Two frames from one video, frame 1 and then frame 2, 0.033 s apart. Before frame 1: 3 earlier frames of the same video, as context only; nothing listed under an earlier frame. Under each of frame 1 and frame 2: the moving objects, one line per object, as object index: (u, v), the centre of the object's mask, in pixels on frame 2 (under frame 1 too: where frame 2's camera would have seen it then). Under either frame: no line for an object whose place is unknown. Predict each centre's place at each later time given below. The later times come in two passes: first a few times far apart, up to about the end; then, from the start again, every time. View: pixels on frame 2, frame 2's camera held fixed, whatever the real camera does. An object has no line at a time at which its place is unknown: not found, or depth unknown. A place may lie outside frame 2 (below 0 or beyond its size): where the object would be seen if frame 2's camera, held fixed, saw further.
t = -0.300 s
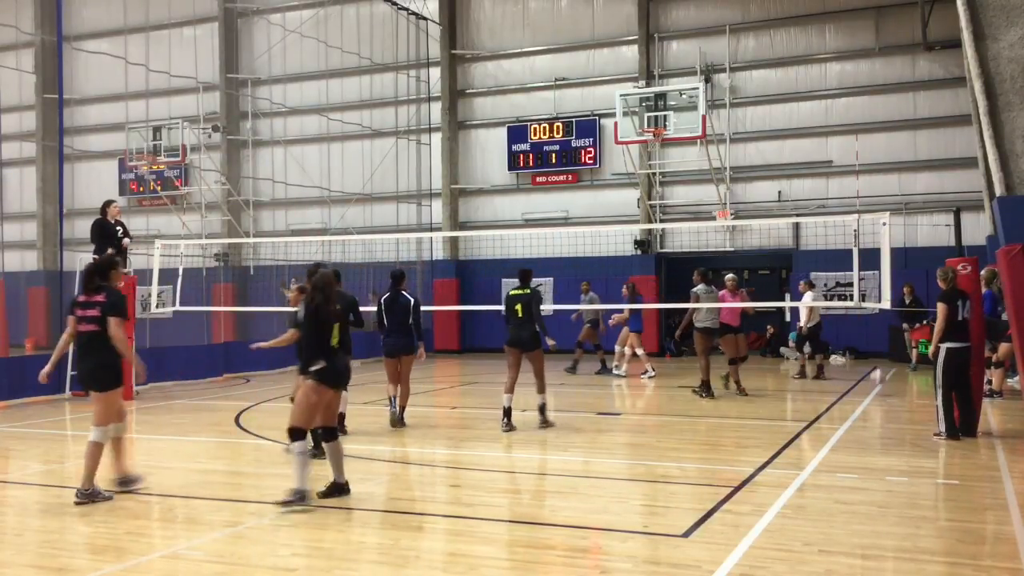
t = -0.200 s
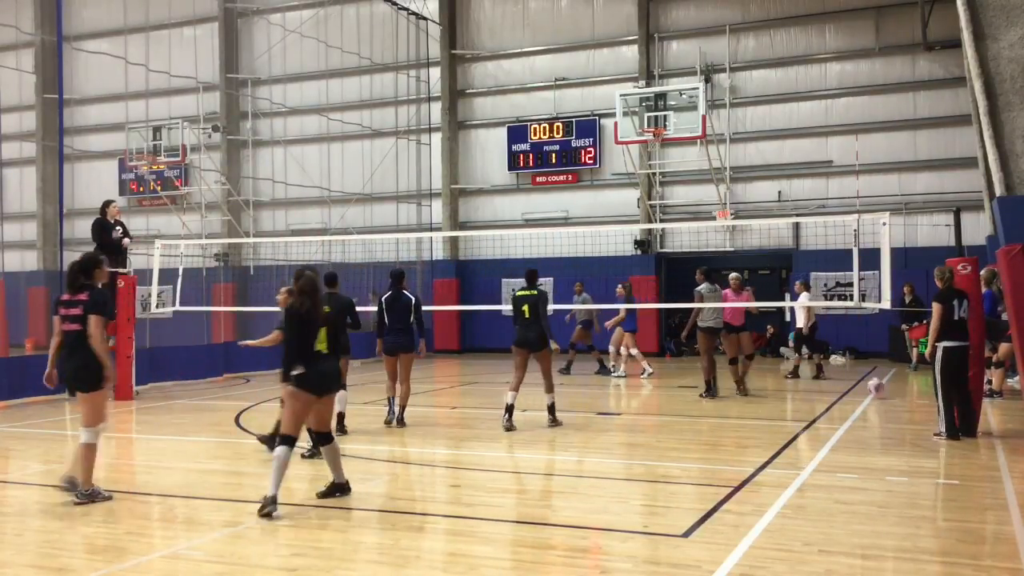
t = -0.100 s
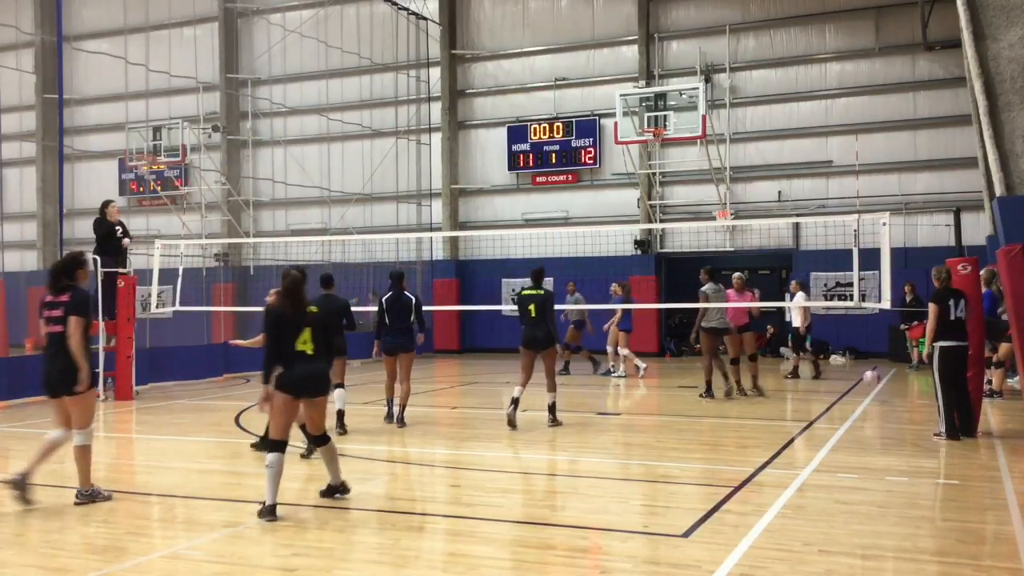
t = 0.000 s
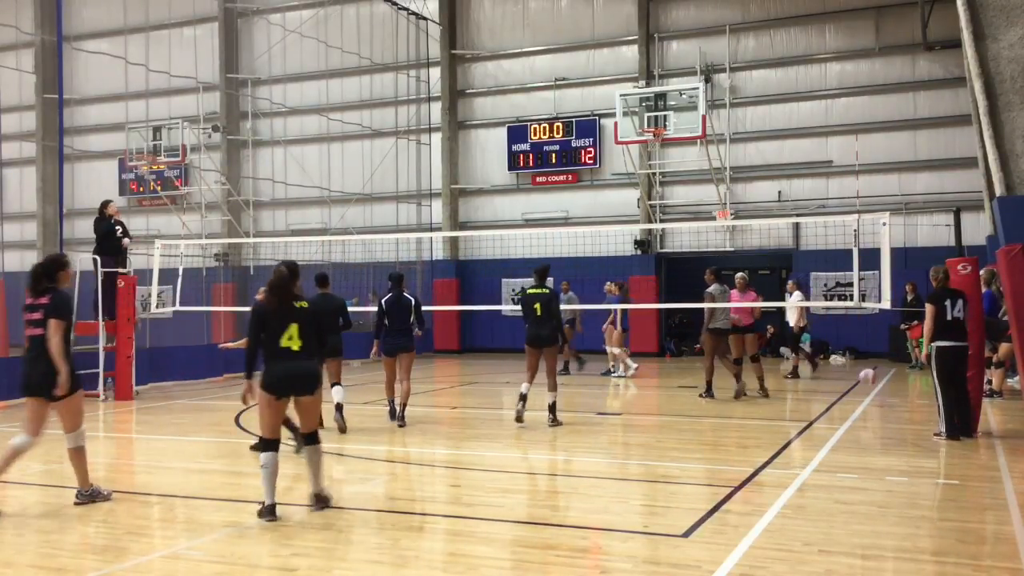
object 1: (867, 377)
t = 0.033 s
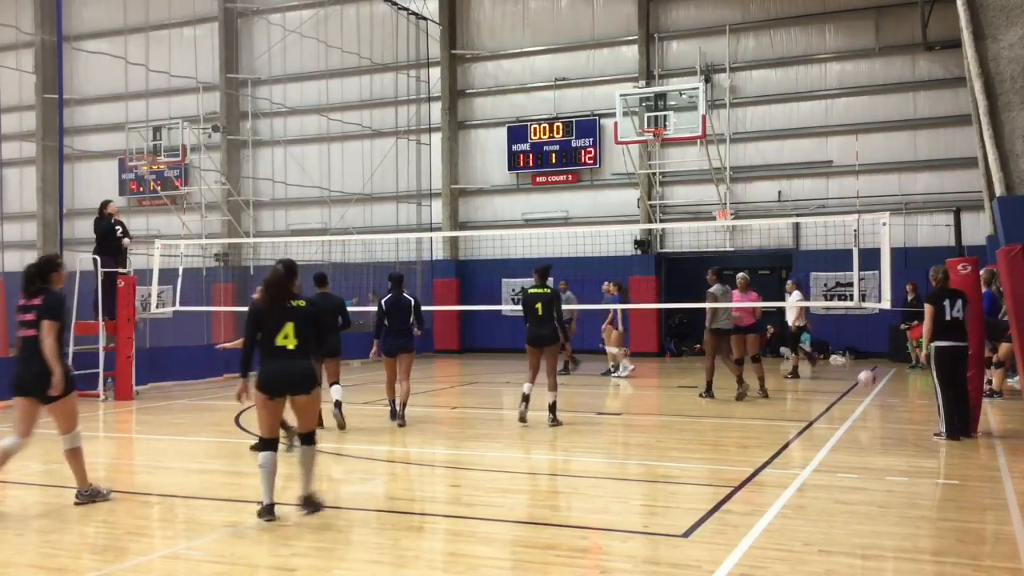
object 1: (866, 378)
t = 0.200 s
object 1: (860, 401)
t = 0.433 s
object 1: (852, 398)
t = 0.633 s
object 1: (844, 420)
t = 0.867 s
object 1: (832, 426)
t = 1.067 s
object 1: (820, 441)
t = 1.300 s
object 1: (802, 466)
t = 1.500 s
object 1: (784, 484)
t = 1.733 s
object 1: (757, 512)
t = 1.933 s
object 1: (729, 545)
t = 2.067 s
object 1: (705, 565)
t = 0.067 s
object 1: (865, 380)
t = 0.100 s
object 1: (863, 383)
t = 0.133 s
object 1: (863, 388)
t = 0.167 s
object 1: (862, 393)
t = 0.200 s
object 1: (860, 401)
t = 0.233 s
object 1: (859, 406)
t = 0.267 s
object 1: (858, 402)
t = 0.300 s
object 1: (857, 399)
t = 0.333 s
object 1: (855, 398)
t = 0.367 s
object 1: (854, 397)
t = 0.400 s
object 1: (852, 398)
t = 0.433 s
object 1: (852, 398)
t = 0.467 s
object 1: (849, 402)
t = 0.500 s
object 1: (850, 405)
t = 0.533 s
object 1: (848, 410)
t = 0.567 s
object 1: (847, 415)
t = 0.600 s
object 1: (845, 422)
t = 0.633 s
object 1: (844, 420)
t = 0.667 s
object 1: (842, 417)
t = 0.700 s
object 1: (840, 416)
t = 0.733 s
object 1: (840, 415)
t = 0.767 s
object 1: (837, 416)
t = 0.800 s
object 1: (835, 418)
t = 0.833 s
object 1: (834, 421)
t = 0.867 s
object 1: (832, 426)
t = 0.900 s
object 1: (830, 434)
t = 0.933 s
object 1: (828, 441)
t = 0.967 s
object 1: (826, 442)
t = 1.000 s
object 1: (824, 440)
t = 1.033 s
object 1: (822, 440)
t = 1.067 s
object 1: (820, 441)
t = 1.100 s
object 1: (817, 442)
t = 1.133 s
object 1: (815, 447)
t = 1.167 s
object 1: (814, 451)
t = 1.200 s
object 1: (810, 458)
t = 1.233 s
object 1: (808, 465)
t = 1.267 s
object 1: (805, 465)
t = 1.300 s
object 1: (802, 466)
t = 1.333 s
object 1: (800, 468)
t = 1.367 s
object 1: (797, 471)
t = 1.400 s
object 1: (793, 478)
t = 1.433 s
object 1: (791, 484)
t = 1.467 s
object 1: (787, 483)
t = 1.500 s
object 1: (784, 484)
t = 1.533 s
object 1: (781, 487)
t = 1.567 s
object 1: (776, 491)
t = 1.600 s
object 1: (773, 499)
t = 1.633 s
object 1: (769, 507)
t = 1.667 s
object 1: (766, 507)
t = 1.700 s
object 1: (762, 508)
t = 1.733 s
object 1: (757, 512)
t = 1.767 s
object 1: (753, 519)
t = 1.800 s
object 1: (749, 527)
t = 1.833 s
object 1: (744, 536)
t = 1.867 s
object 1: (739, 536)
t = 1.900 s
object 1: (736, 539)
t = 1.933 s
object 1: (729, 545)
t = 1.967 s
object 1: (724, 552)
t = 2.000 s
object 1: (718, 558)
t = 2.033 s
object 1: (712, 564)
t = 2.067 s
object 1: (705, 565)
